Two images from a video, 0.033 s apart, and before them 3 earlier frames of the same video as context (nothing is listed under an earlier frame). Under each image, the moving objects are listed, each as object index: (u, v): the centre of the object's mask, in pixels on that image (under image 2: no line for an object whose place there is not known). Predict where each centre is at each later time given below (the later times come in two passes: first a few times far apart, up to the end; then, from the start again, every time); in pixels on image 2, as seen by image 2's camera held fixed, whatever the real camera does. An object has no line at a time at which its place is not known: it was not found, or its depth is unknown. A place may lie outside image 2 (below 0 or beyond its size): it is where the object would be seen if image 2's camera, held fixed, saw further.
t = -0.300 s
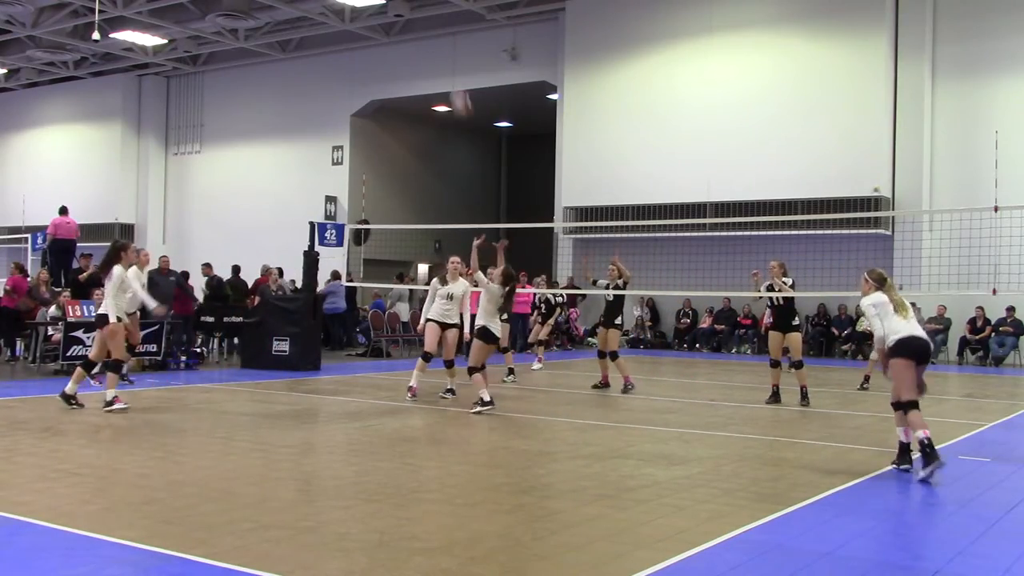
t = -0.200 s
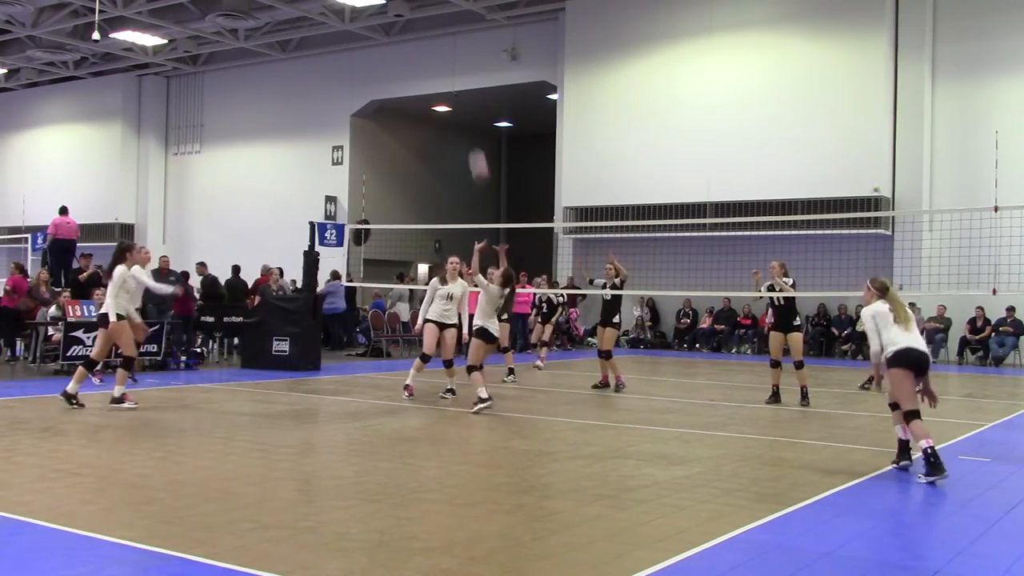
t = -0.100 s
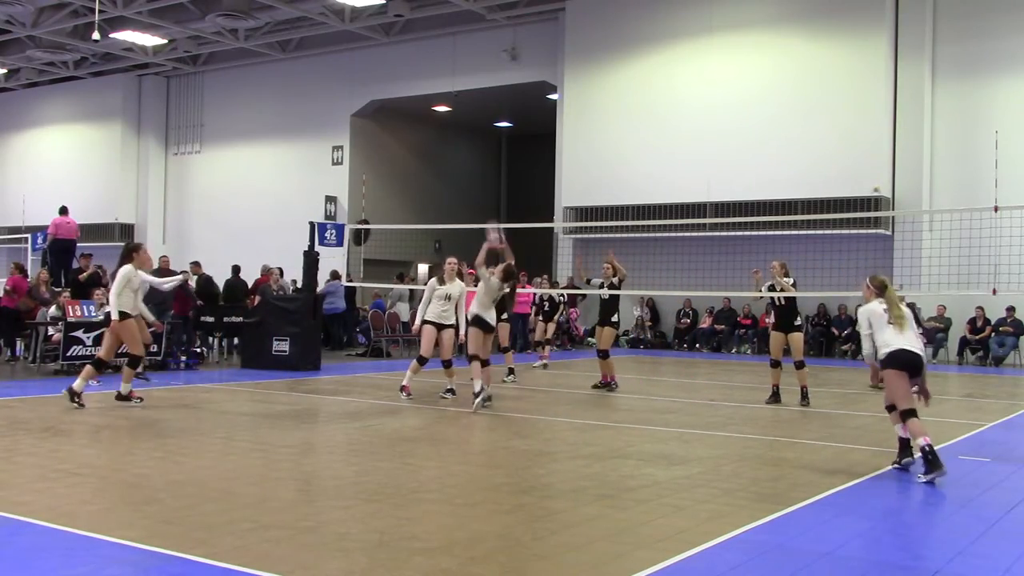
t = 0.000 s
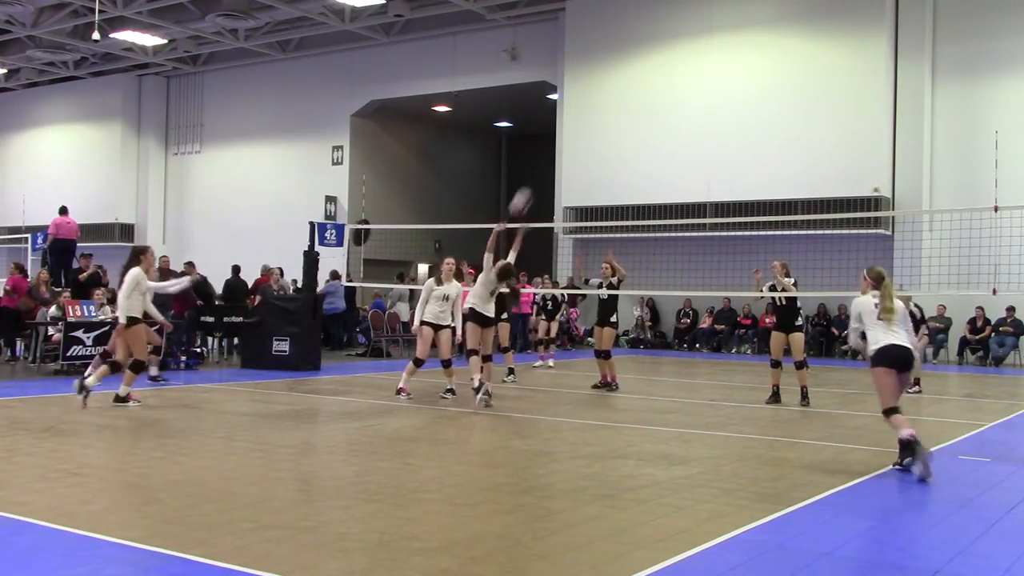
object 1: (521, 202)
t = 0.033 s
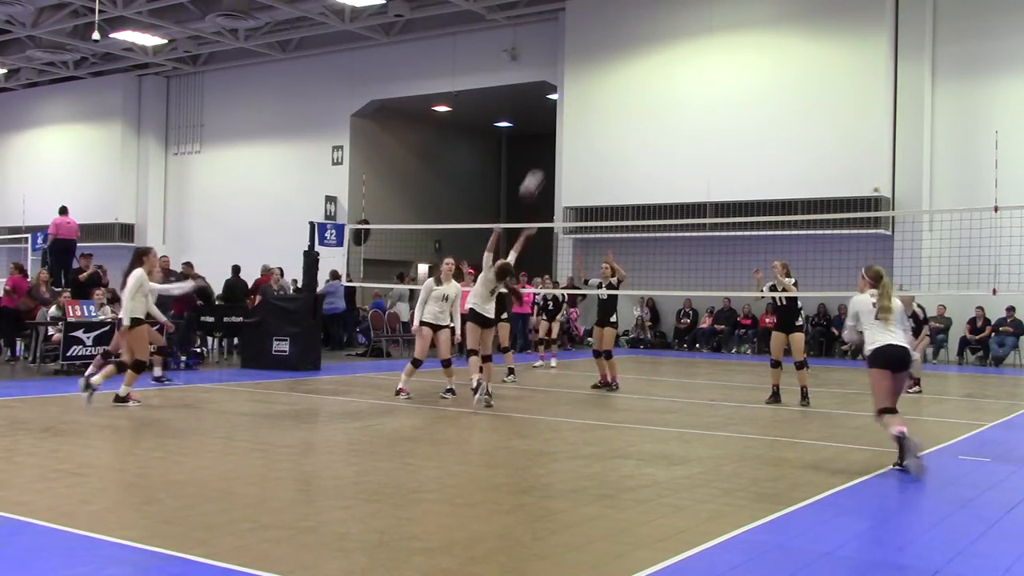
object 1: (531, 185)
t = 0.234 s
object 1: (596, 97)
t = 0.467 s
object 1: (672, 42)
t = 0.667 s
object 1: (737, 32)
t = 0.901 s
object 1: (811, 71)
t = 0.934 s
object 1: (822, 81)
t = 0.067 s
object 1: (542, 168)
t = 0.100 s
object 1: (551, 152)
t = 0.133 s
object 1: (564, 137)
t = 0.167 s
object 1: (575, 122)
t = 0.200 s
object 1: (586, 109)
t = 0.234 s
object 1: (596, 97)
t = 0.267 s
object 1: (607, 85)
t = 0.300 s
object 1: (619, 75)
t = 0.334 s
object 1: (629, 66)
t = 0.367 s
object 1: (640, 58)
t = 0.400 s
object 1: (651, 52)
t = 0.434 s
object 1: (662, 46)
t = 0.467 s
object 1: (672, 42)
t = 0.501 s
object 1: (683, 37)
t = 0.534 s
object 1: (694, 34)
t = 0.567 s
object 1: (704, 32)
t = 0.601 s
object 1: (716, 30)
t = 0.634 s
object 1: (727, 30)
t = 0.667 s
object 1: (737, 32)
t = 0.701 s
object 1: (748, 34)
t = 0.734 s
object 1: (758, 37)
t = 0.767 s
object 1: (768, 43)
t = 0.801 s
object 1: (779, 48)
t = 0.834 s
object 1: (790, 54)
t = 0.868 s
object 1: (801, 62)
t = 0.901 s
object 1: (811, 71)
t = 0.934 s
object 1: (822, 81)
